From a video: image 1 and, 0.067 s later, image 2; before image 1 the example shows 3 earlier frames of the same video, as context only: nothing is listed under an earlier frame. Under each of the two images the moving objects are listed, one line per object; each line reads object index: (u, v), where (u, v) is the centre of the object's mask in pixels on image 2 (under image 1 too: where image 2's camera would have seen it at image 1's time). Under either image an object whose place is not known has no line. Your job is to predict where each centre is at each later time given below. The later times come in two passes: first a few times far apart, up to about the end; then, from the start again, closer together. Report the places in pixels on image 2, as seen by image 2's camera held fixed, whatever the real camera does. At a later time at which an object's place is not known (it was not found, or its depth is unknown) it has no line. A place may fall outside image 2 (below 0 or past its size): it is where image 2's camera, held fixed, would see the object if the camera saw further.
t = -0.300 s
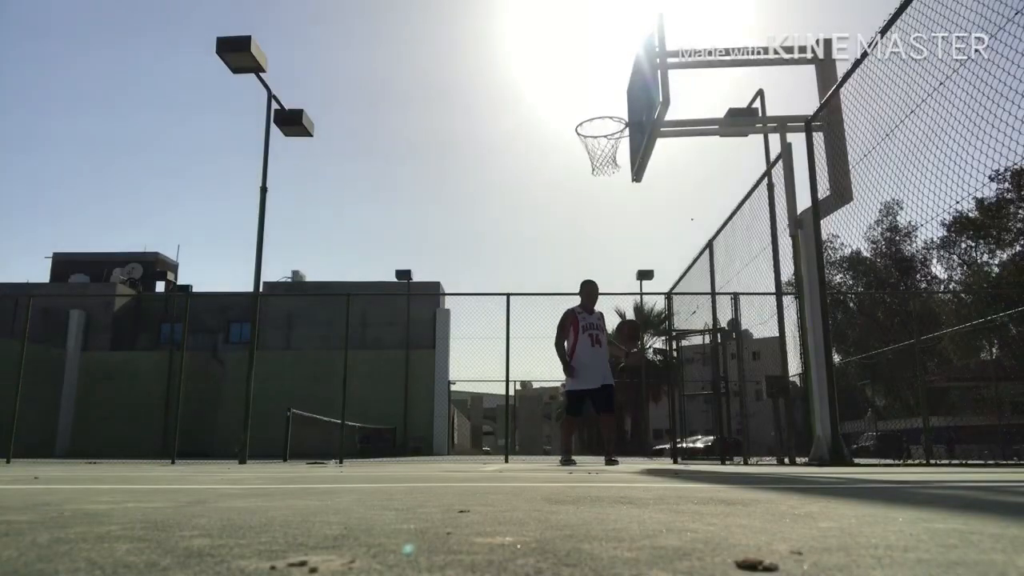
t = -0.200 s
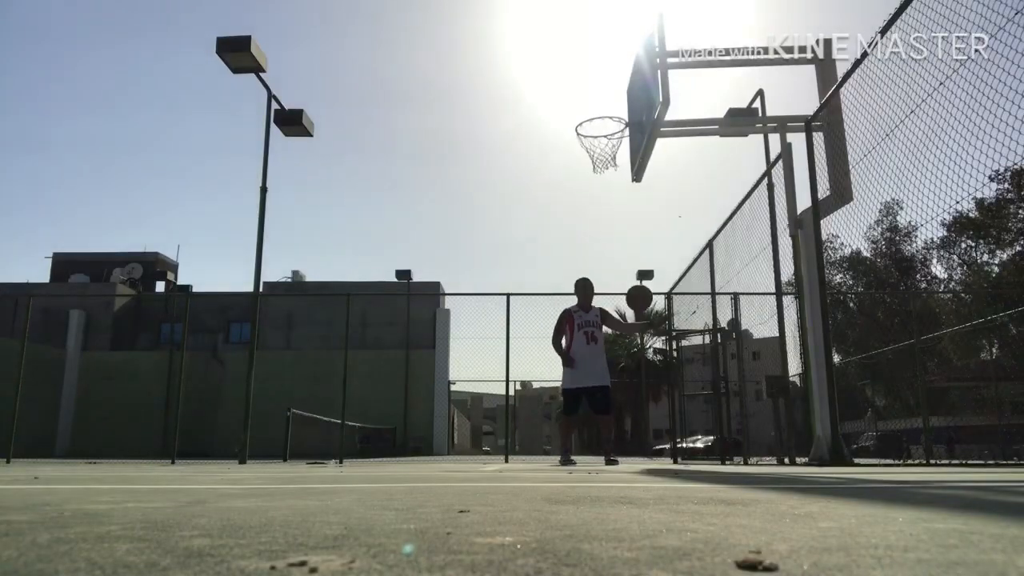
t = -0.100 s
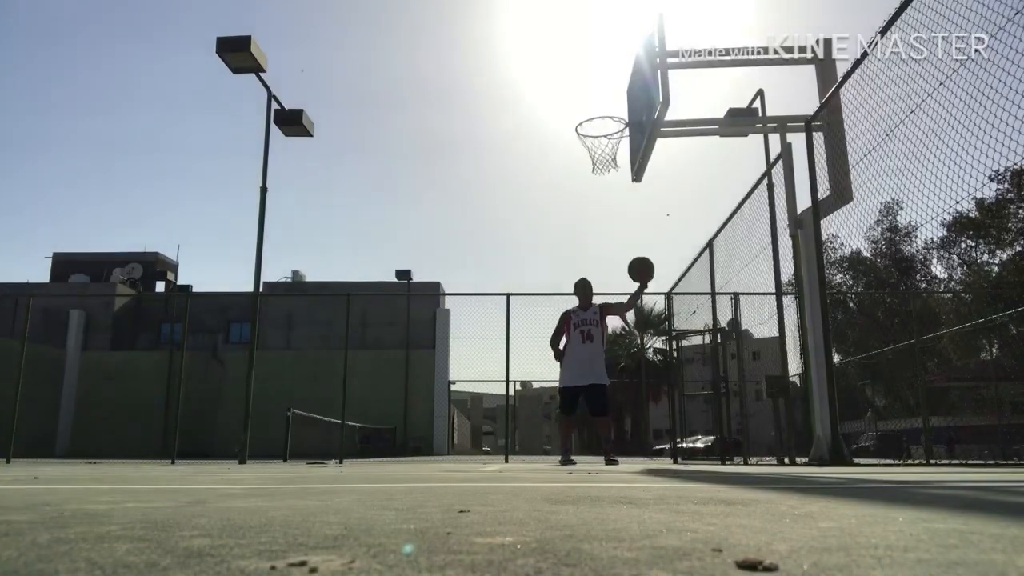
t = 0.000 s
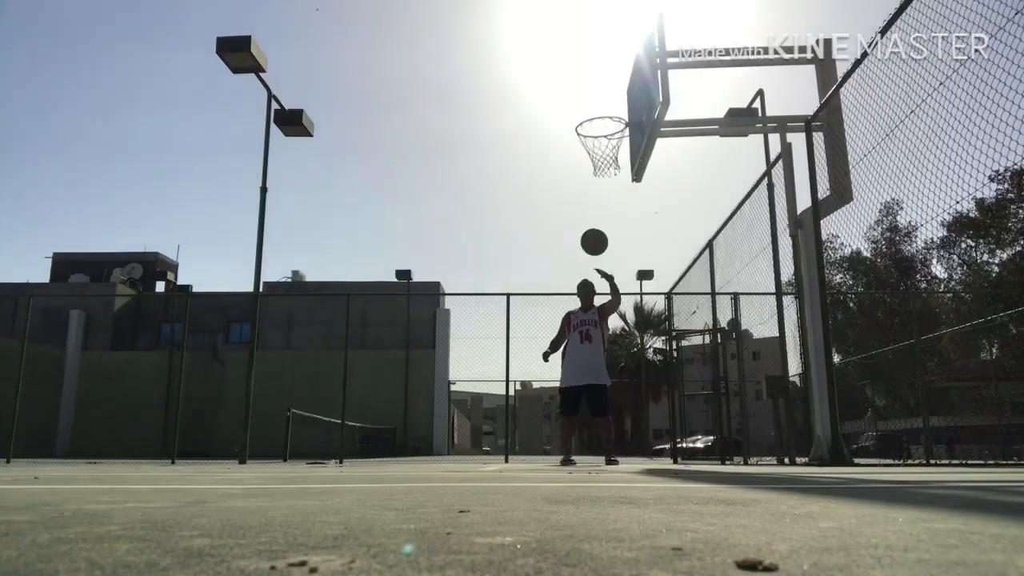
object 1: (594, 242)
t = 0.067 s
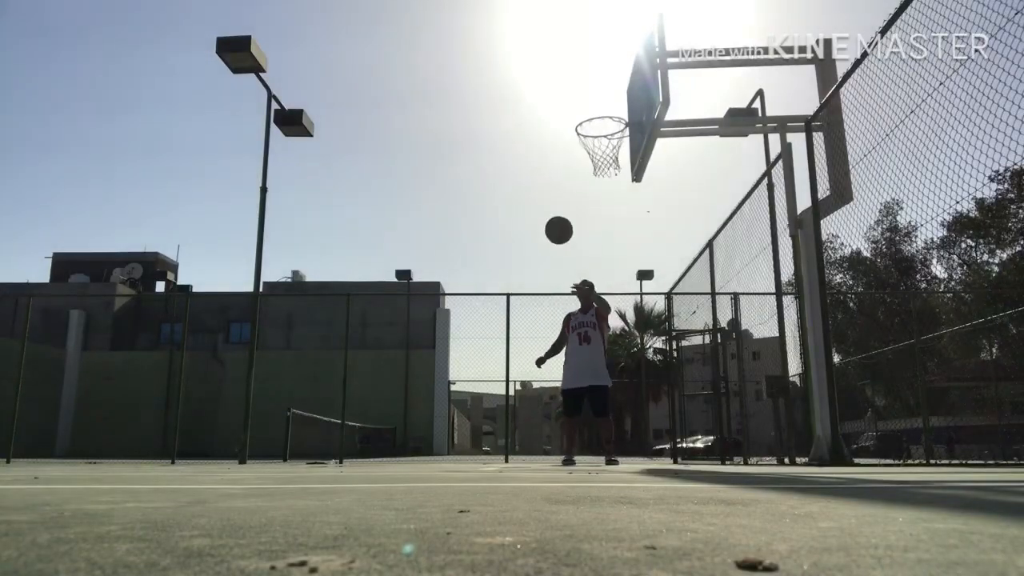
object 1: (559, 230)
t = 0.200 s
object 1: (483, 220)
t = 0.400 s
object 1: (355, 242)
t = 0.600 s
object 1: (197, 320)
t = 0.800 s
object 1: (18, 424)
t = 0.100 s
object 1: (540, 226)
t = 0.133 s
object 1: (522, 222)
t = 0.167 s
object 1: (502, 220)
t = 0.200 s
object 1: (483, 220)
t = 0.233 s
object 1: (463, 220)
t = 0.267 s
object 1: (442, 221)
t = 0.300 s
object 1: (421, 224)
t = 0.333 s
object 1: (400, 228)
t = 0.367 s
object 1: (378, 234)
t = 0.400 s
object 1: (355, 242)
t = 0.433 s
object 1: (331, 251)
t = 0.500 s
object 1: (280, 272)
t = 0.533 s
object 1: (252, 288)
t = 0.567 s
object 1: (224, 303)
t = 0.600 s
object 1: (197, 320)
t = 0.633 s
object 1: (165, 341)
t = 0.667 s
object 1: (134, 364)
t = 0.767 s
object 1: (30, 449)
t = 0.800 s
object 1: (18, 424)
